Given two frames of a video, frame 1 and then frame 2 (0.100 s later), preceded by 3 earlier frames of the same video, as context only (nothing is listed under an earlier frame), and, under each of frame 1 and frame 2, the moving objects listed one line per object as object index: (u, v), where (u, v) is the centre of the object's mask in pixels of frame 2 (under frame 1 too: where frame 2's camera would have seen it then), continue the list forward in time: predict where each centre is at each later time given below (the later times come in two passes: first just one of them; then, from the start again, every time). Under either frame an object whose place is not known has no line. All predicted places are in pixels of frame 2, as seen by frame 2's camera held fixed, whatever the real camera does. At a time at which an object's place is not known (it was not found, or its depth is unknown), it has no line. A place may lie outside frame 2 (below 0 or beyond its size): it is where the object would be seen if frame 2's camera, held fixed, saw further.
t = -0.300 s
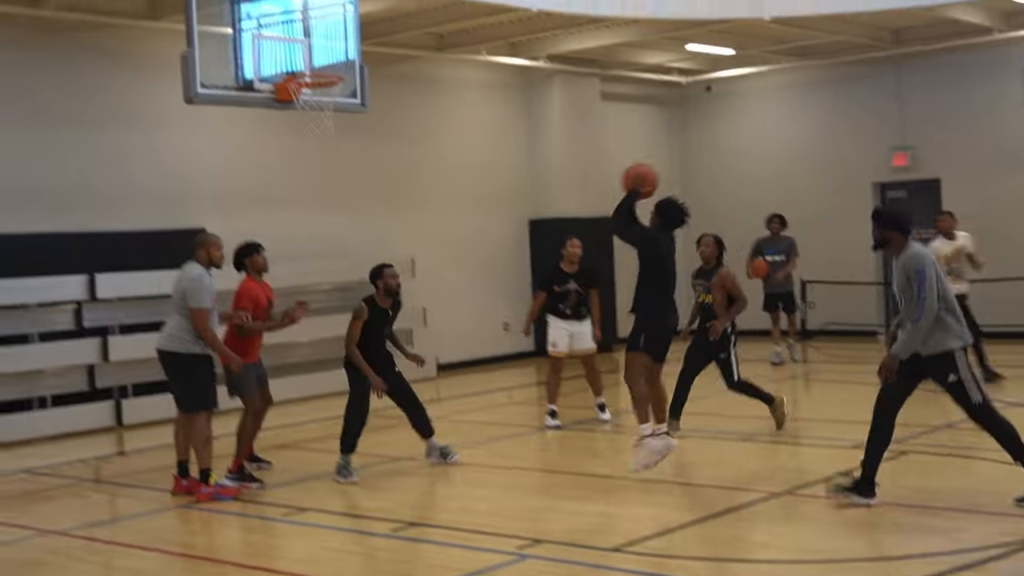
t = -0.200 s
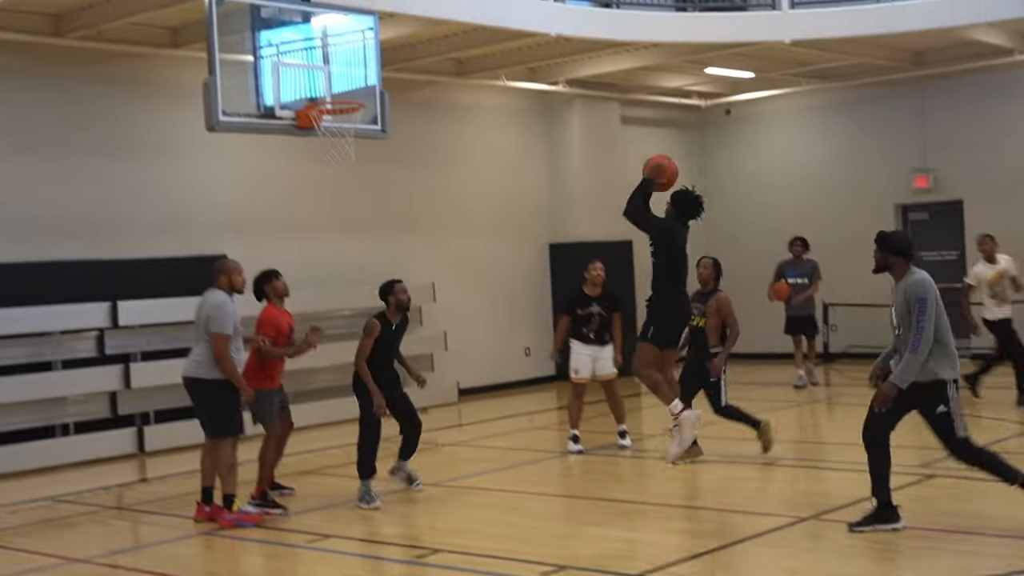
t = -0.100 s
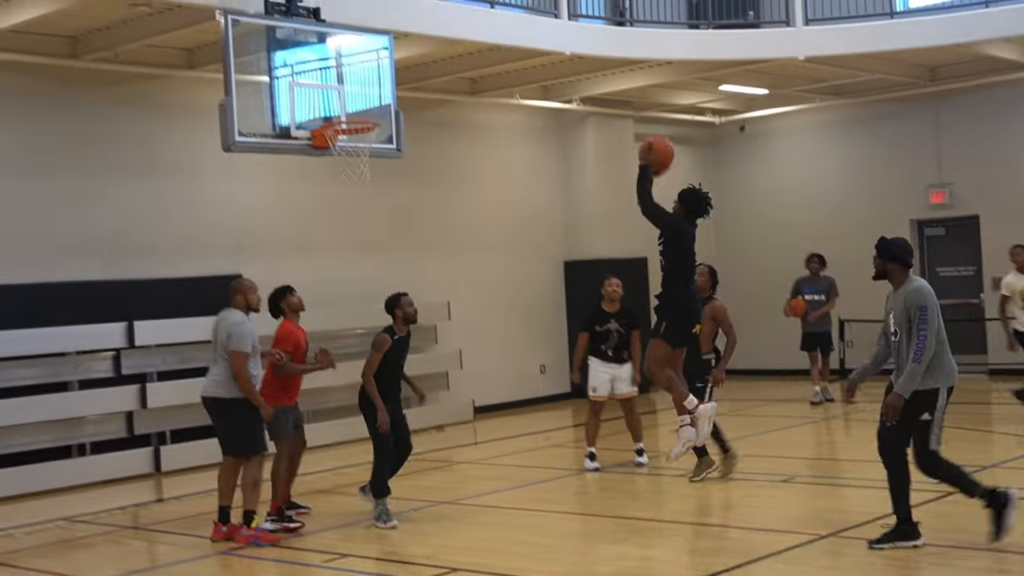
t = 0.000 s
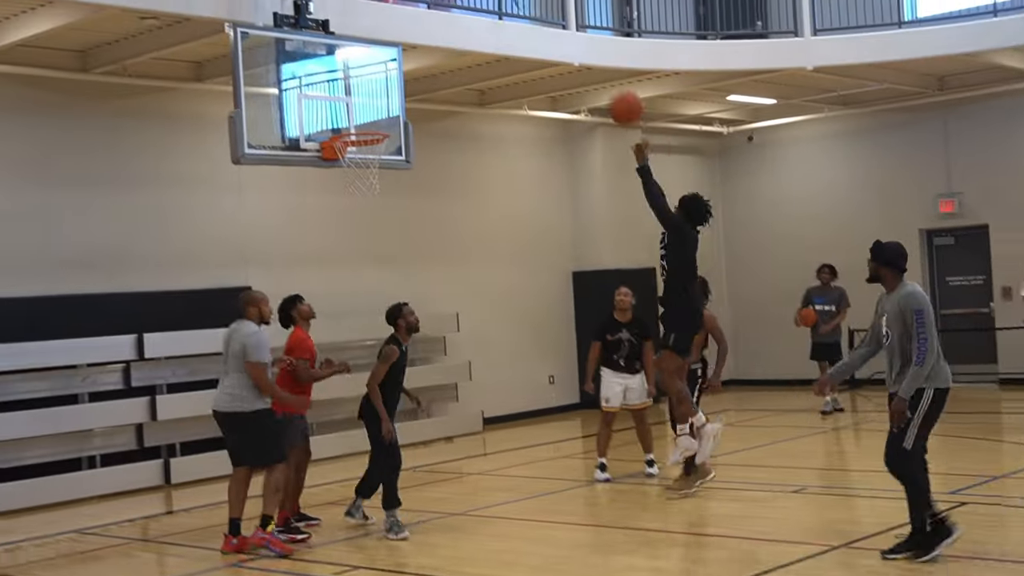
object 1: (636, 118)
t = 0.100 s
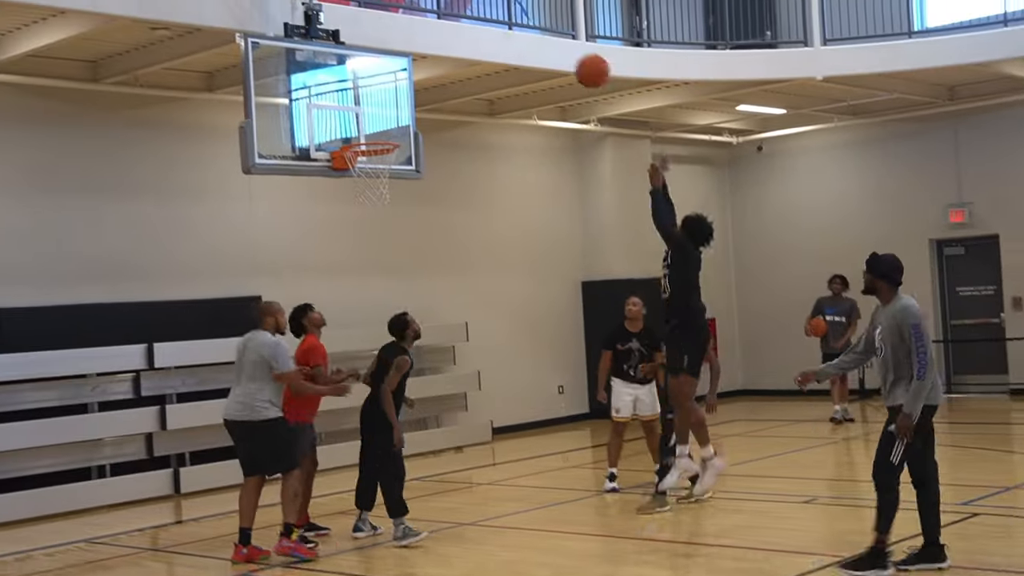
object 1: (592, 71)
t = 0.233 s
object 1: (538, 33)
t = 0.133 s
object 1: (578, 58)
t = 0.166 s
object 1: (564, 49)
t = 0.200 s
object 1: (551, 40)
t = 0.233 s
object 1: (538, 33)
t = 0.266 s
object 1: (525, 27)
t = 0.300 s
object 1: (513, 23)
